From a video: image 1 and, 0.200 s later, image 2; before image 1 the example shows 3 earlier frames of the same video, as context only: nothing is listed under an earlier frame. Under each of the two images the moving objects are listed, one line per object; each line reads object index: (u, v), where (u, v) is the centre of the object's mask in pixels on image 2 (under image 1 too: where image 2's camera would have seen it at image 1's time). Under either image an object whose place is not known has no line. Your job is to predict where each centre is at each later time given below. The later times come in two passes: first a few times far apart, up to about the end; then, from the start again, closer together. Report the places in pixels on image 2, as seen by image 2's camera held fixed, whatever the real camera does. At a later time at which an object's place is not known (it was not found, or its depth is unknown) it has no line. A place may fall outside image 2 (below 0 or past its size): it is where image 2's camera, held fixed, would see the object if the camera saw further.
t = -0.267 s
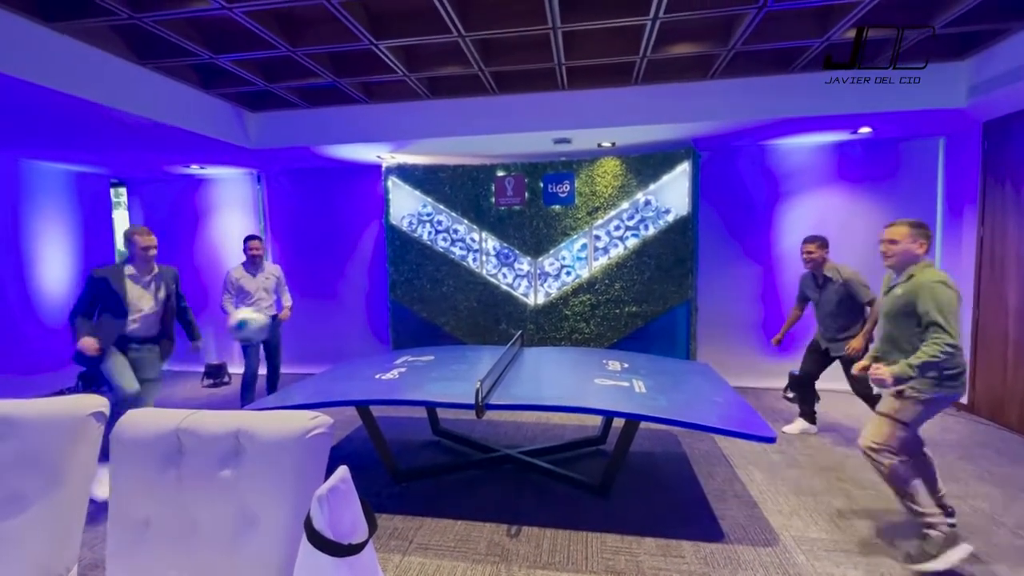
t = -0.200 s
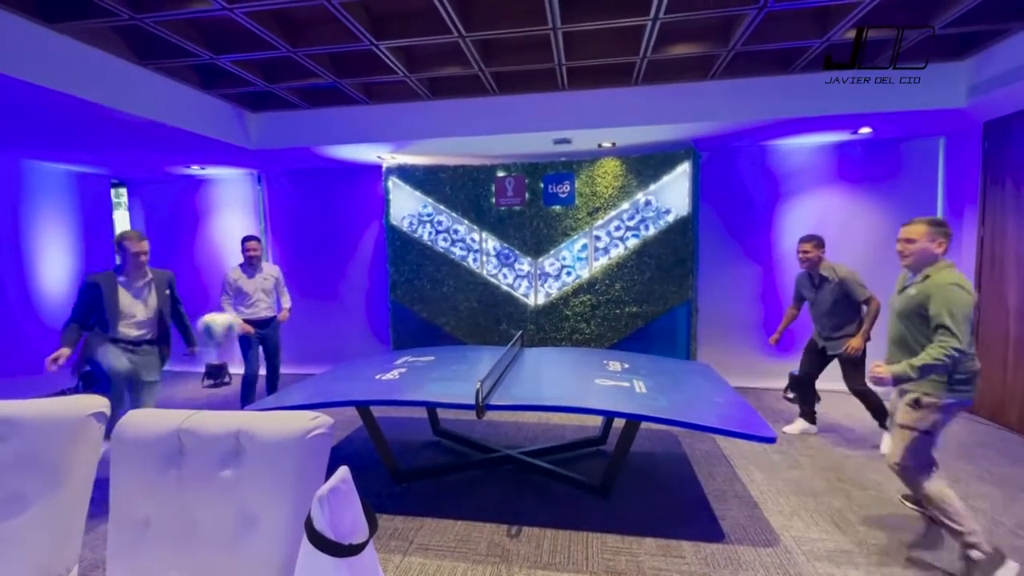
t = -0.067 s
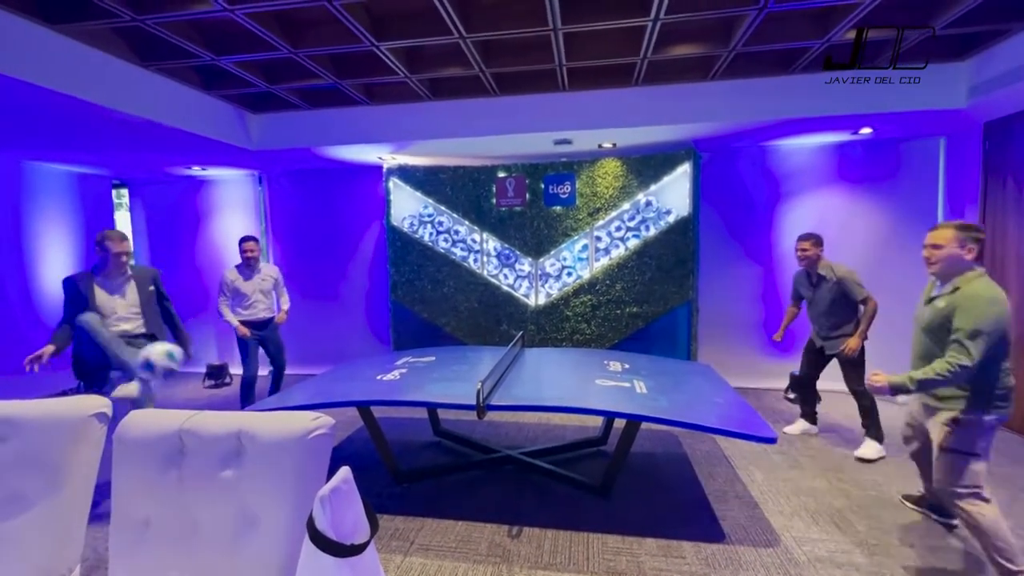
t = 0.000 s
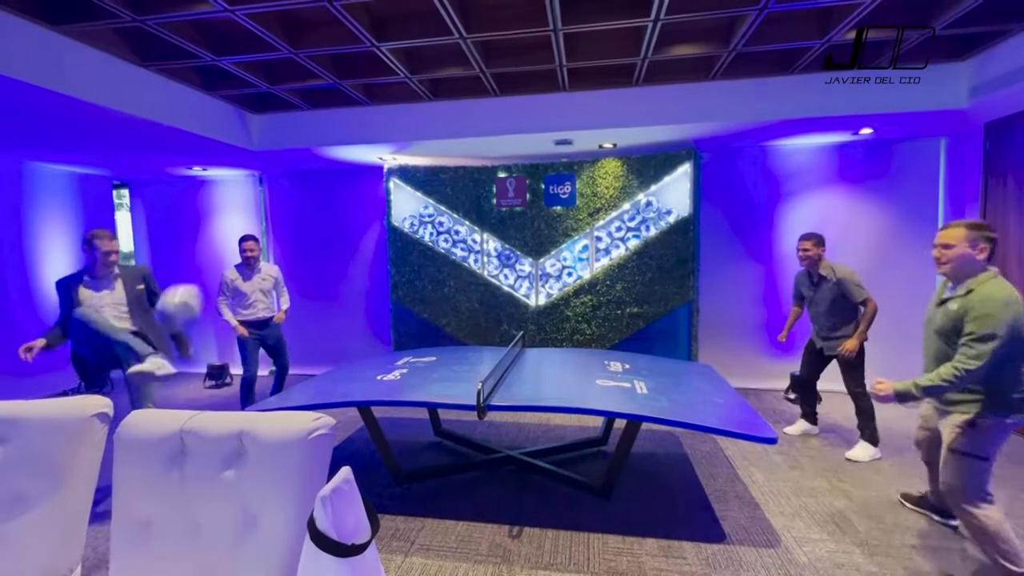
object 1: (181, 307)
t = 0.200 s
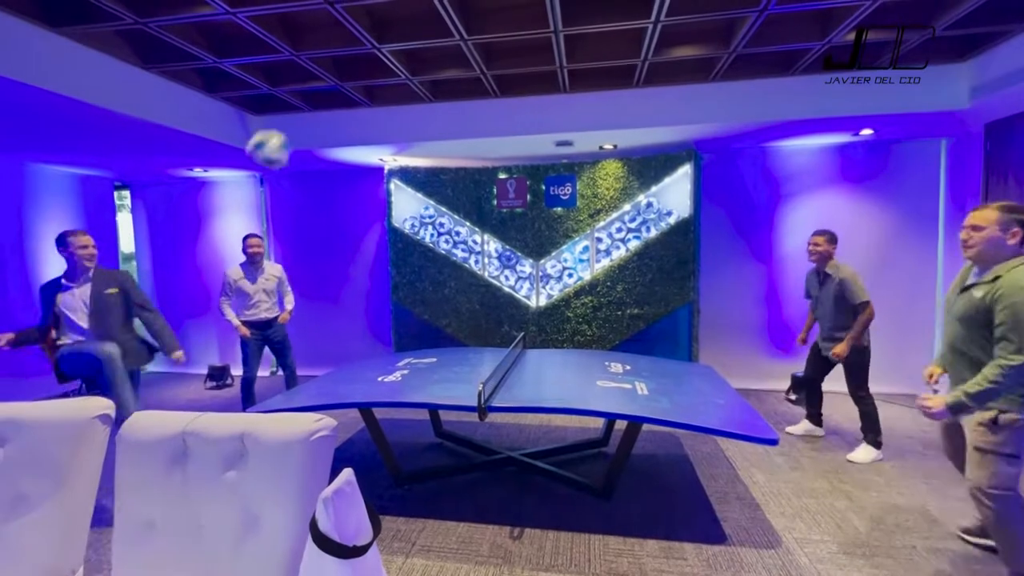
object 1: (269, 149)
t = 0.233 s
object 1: (286, 128)
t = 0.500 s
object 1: (406, 51)
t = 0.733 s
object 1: (514, 84)
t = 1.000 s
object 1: (630, 230)
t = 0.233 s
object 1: (286, 128)
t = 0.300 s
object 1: (315, 98)
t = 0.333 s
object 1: (330, 87)
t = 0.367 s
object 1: (346, 75)
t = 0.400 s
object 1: (361, 66)
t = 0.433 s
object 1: (375, 59)
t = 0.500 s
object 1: (406, 51)
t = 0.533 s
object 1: (421, 50)
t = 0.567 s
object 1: (437, 52)
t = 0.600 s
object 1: (452, 54)
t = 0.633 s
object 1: (468, 59)
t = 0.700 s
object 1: (499, 74)
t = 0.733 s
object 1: (514, 84)
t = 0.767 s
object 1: (528, 95)
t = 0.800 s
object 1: (543, 110)
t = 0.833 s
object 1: (558, 127)
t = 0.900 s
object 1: (587, 165)
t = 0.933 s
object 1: (602, 185)
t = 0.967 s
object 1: (614, 204)
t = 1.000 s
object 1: (630, 230)
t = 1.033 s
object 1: (646, 260)
